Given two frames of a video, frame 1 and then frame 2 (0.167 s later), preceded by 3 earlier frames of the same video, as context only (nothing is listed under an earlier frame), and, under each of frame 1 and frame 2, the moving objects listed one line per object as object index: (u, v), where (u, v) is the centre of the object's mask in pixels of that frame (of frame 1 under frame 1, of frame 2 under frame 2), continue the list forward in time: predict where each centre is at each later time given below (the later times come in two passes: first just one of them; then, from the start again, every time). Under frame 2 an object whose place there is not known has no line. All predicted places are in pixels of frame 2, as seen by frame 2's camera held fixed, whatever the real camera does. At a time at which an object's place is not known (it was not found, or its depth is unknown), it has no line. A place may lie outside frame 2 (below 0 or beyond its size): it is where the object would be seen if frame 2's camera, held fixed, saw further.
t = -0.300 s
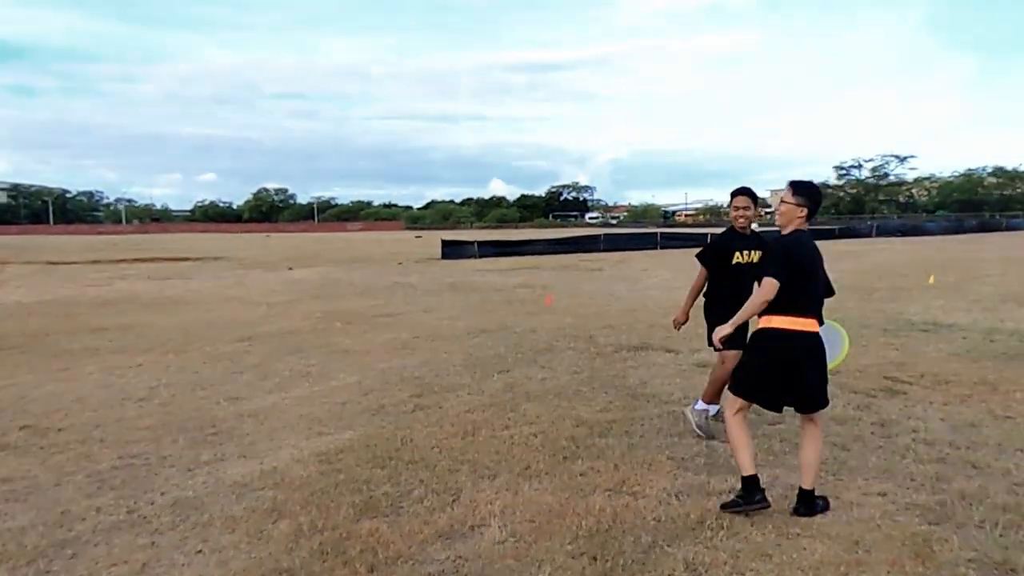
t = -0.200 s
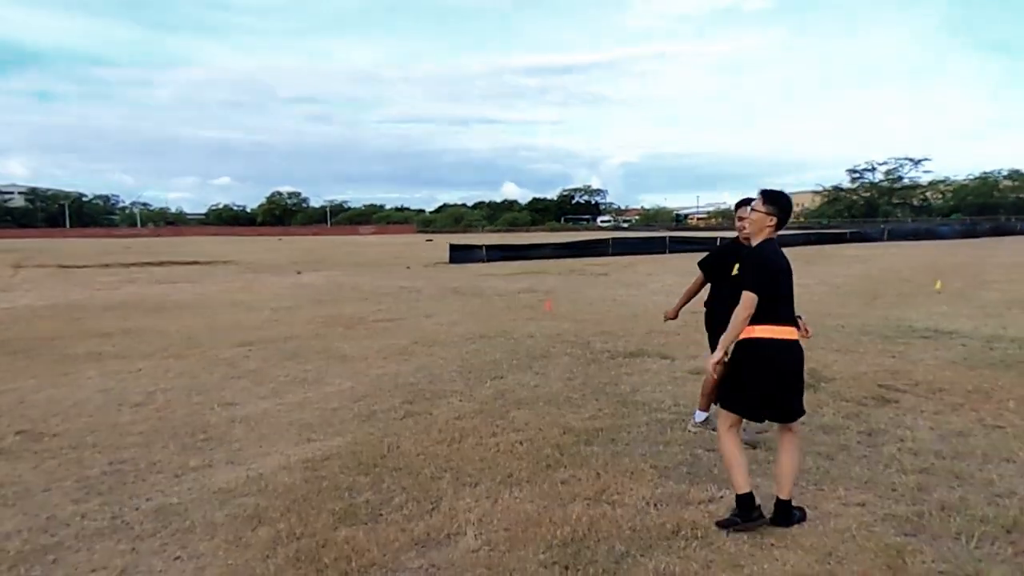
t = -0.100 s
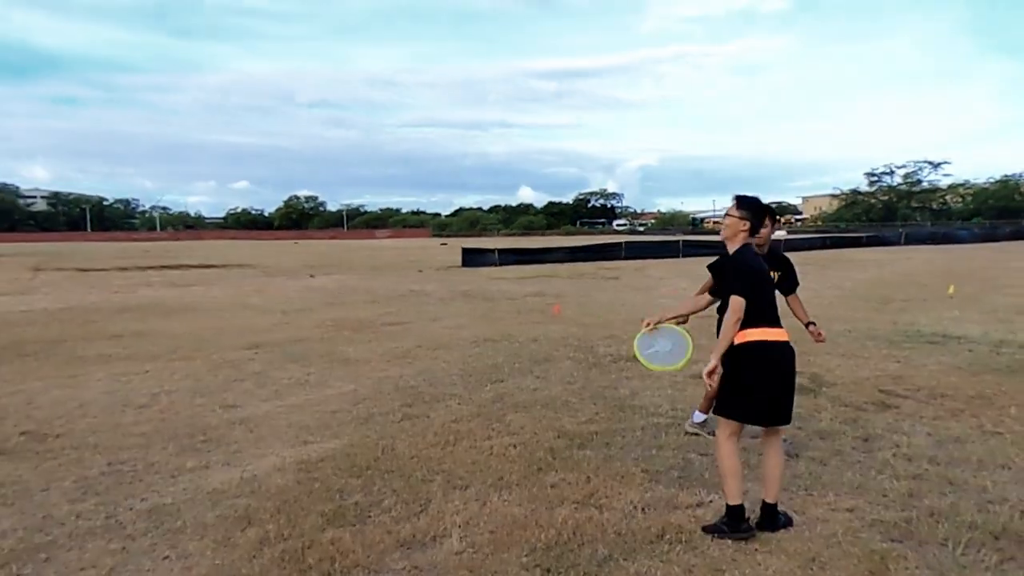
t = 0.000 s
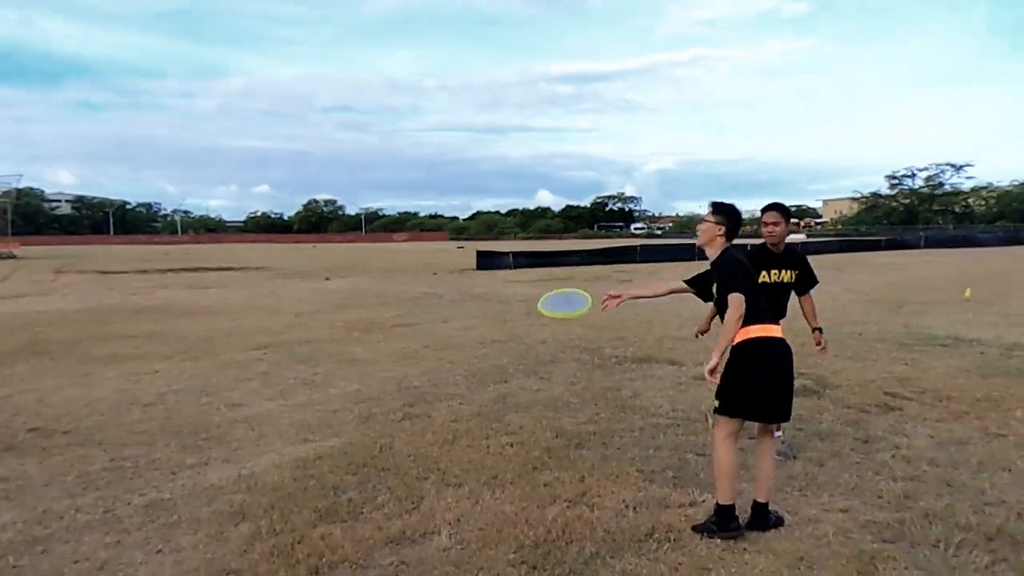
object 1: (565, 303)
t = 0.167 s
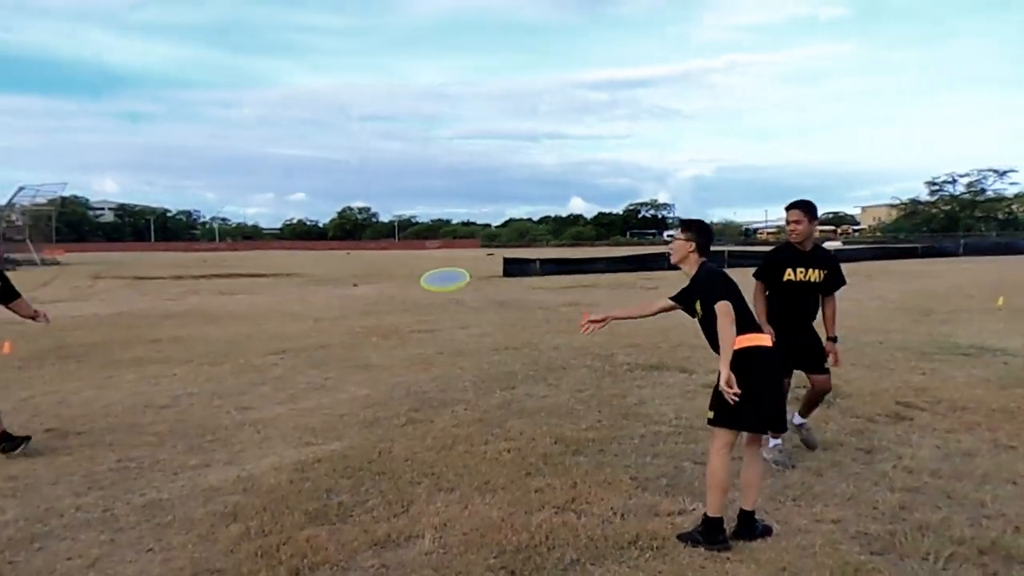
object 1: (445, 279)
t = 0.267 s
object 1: (373, 282)
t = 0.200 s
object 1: (420, 279)
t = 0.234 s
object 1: (396, 280)
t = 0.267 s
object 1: (373, 282)
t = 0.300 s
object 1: (353, 285)
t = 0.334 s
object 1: (332, 289)
